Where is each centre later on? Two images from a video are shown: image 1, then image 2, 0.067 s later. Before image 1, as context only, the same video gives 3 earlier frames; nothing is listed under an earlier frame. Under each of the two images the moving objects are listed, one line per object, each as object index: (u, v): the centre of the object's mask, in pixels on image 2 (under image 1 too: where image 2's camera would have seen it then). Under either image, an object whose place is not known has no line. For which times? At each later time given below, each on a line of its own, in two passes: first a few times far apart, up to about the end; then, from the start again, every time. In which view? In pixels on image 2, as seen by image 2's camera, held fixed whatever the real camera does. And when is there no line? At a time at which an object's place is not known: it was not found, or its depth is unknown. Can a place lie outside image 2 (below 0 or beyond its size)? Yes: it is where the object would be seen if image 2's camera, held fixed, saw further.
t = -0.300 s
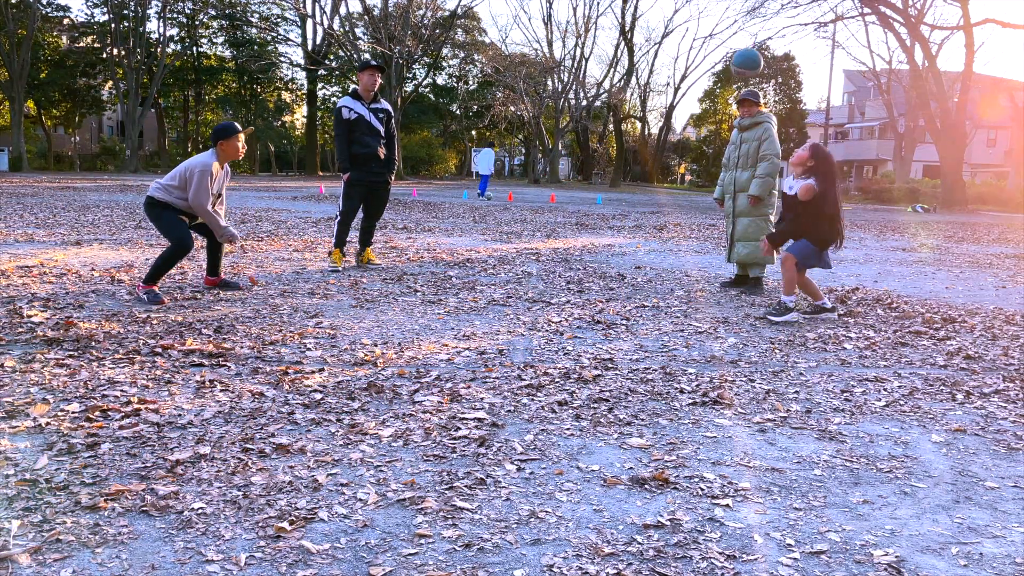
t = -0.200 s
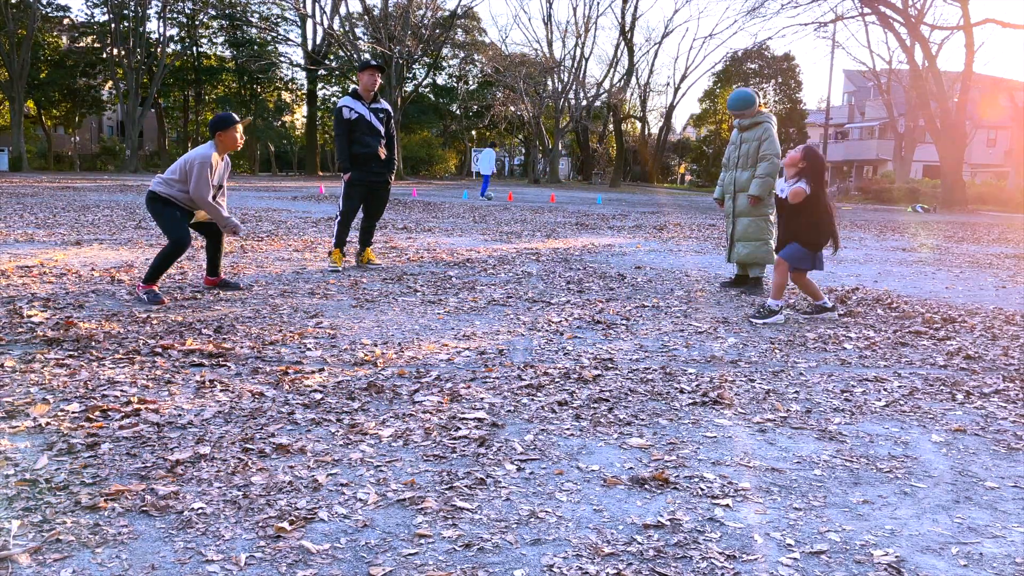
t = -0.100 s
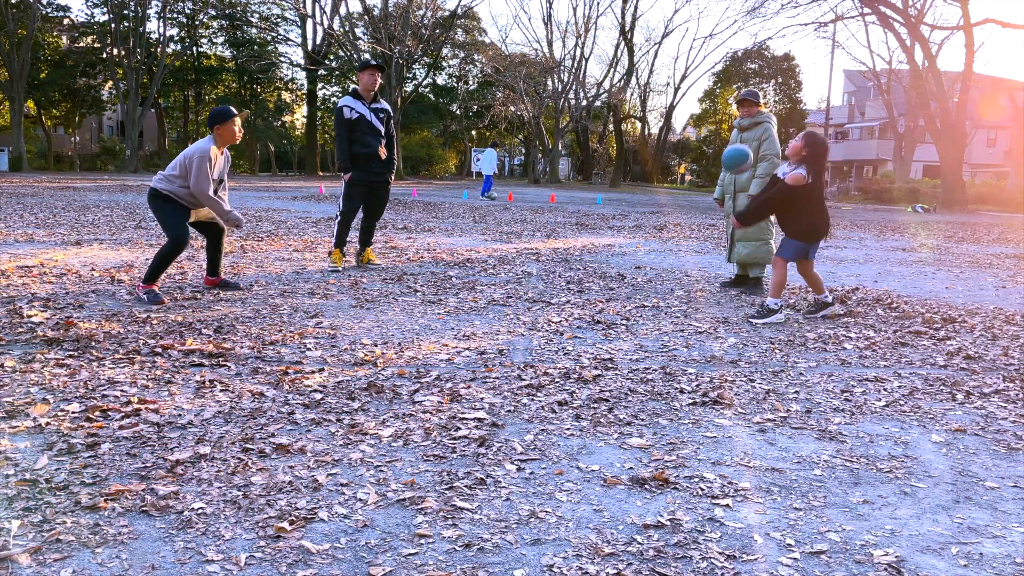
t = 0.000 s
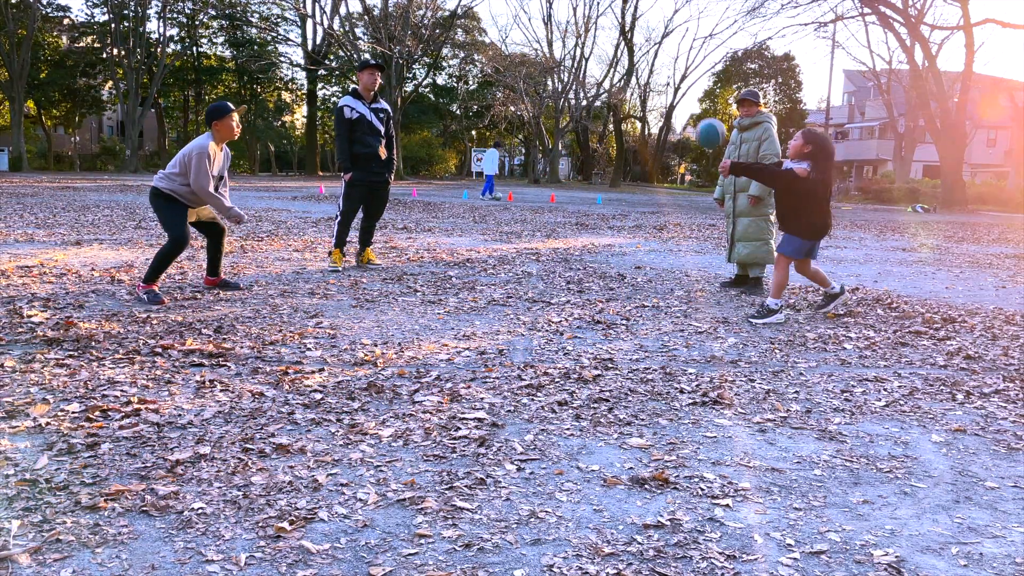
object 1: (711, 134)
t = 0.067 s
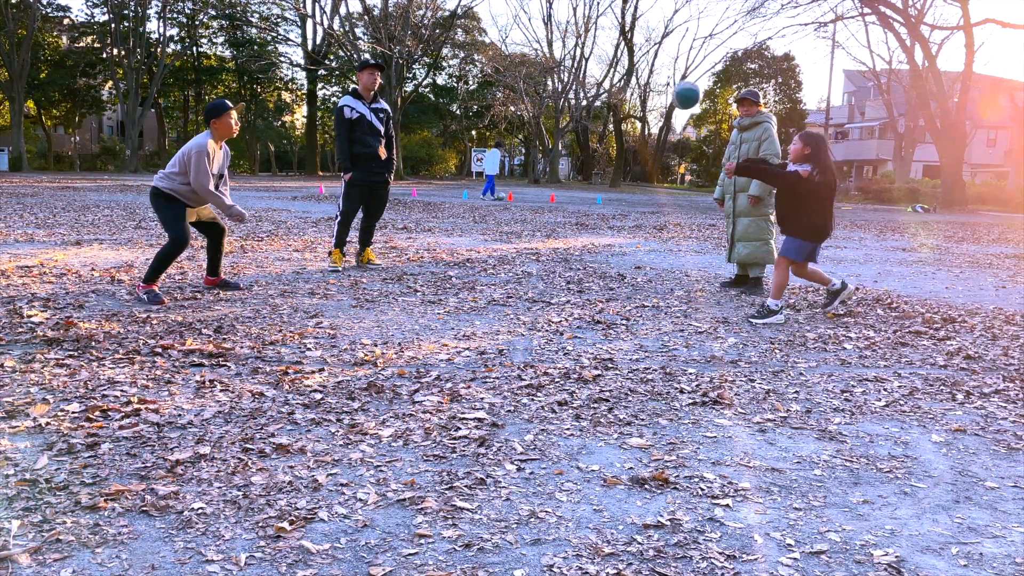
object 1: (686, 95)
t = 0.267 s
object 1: (613, 27)
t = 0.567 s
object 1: (507, 52)
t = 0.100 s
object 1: (674, 79)
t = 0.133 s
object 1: (661, 64)
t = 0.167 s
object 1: (649, 52)
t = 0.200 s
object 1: (637, 42)
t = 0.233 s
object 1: (625, 33)
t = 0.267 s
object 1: (613, 27)
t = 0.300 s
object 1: (601, 22)
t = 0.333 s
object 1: (589, 20)
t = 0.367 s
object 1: (577, 20)
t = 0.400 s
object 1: (565, 20)
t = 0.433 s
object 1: (554, 23)
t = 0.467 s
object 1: (542, 28)
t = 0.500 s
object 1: (531, 34)
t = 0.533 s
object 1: (518, 42)
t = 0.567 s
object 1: (507, 52)
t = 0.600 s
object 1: (497, 63)
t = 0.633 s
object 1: (486, 76)
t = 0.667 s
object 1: (474, 90)
